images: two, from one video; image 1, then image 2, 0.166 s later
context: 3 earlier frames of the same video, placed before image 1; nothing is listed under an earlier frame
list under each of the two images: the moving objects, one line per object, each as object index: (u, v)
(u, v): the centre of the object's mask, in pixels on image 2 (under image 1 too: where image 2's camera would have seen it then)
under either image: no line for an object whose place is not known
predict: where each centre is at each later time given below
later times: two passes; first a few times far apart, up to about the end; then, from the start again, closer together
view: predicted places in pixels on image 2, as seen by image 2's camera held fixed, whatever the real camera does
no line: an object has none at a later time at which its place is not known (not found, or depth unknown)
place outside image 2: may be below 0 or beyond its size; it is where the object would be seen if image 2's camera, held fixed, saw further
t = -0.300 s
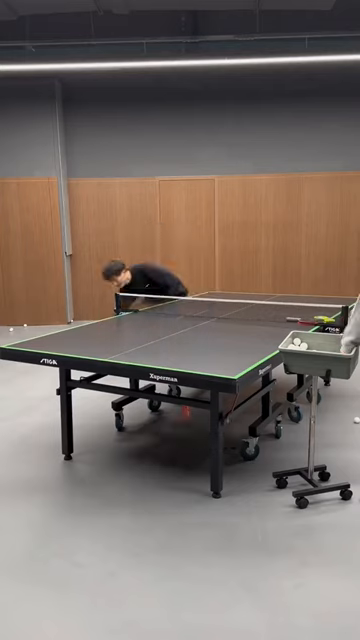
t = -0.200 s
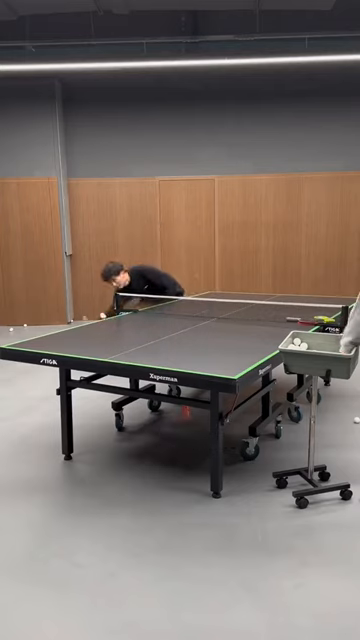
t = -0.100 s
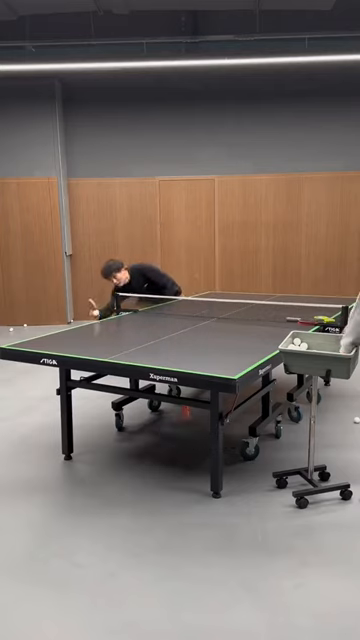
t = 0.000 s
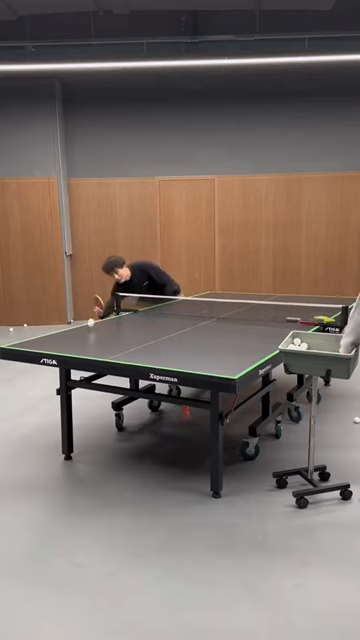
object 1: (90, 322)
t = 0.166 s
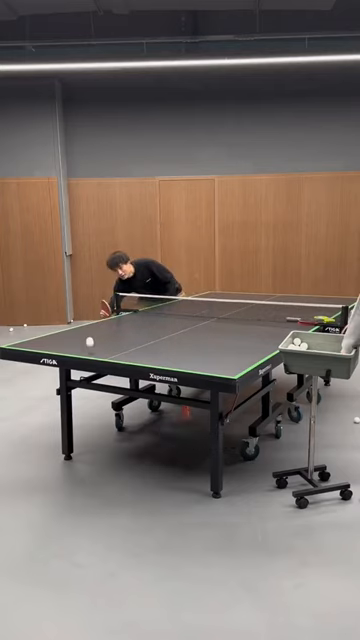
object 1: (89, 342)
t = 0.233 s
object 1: (91, 354)
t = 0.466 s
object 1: (112, 425)
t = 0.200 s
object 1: (90, 349)
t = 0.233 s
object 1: (91, 354)
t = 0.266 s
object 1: (93, 357)
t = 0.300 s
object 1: (95, 361)
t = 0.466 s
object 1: (112, 425)
